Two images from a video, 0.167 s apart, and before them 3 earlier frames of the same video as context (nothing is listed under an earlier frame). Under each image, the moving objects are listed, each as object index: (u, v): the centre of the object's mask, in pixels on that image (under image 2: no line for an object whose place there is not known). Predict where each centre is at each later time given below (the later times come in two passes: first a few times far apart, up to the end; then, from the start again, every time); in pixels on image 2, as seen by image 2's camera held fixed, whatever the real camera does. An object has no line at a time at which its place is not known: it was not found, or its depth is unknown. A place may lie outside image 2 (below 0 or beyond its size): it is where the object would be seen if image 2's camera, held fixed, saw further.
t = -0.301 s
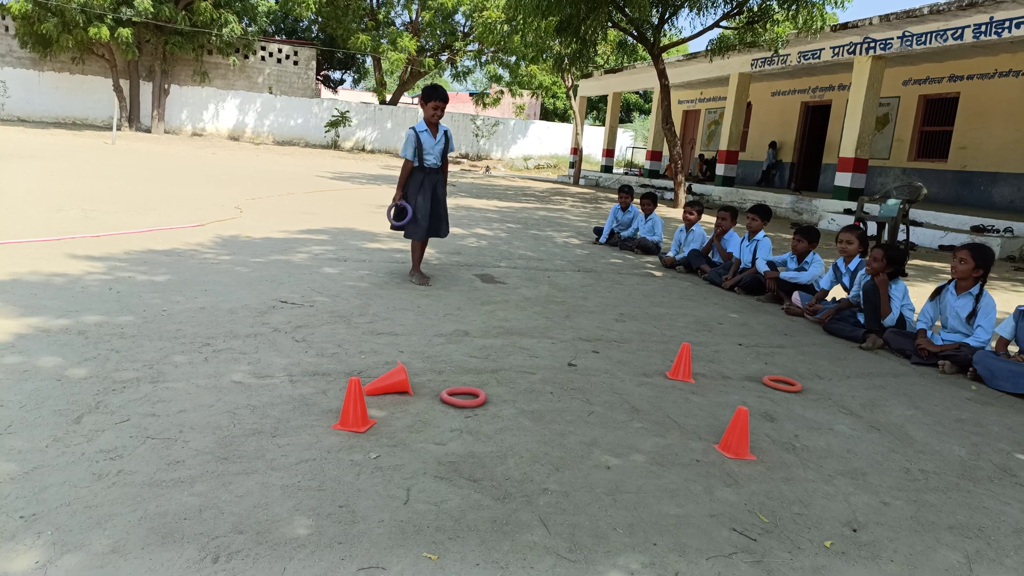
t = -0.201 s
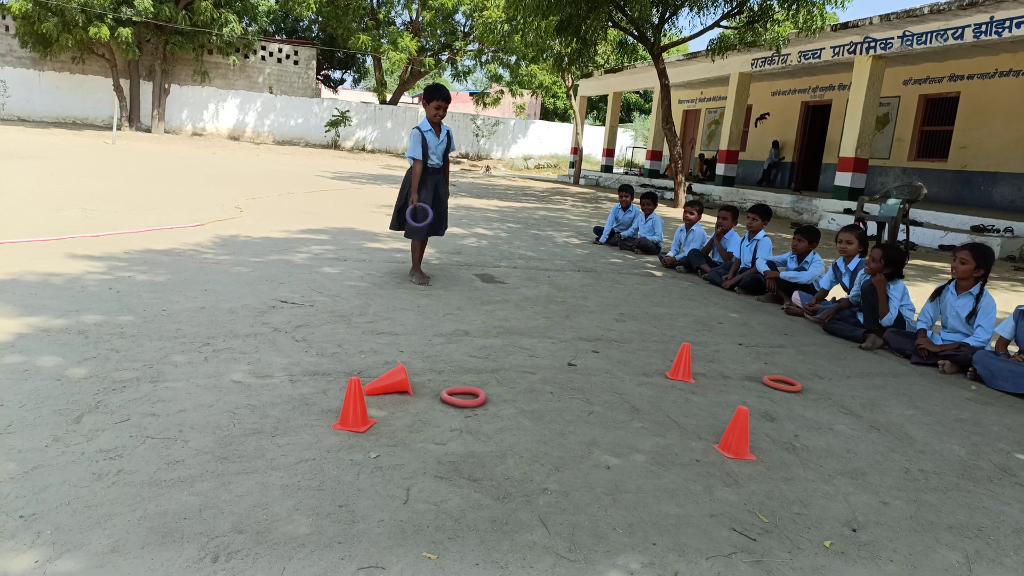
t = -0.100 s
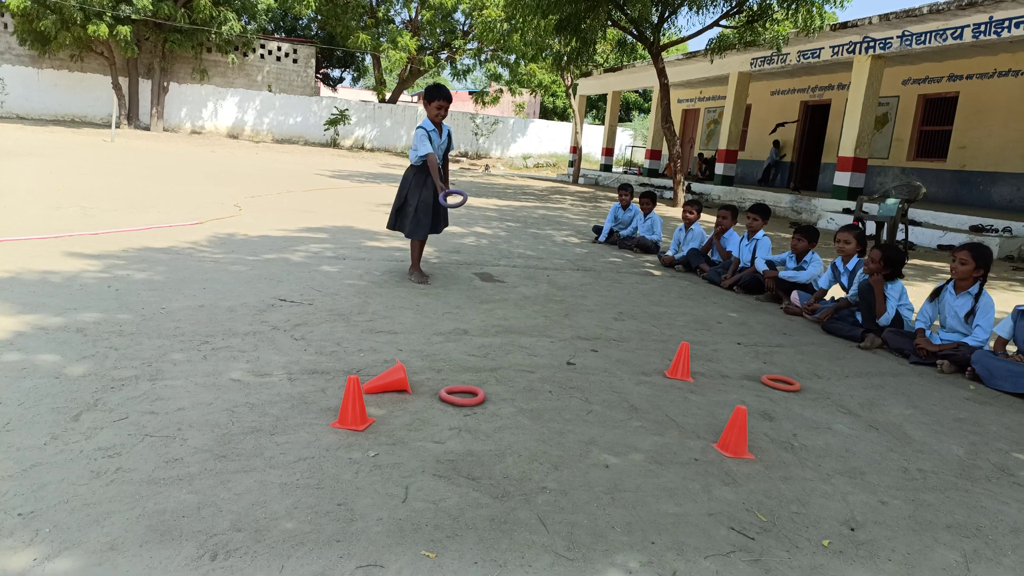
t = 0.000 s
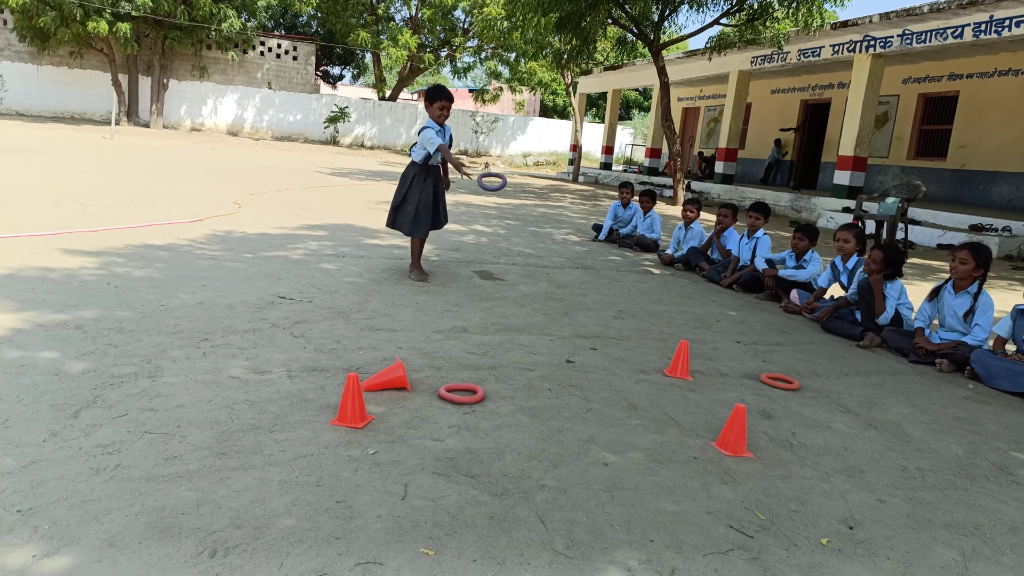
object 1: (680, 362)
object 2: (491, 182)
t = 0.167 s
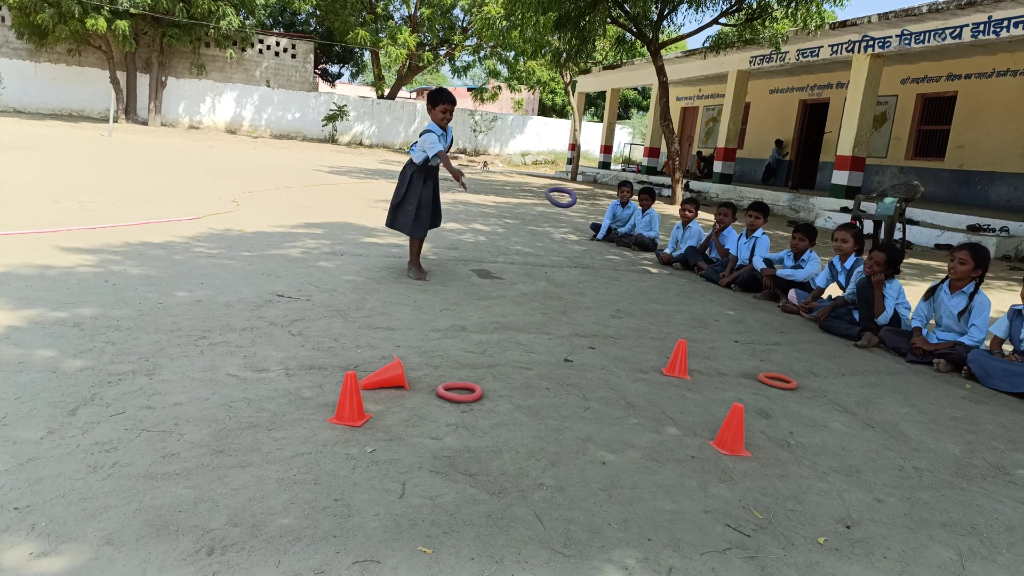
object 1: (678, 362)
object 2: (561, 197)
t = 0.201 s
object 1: (678, 362)
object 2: (576, 208)
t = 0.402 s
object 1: (678, 362)
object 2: (669, 333)
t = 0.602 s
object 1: (728, 370)
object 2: (715, 355)
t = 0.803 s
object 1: (746, 391)
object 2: (763, 389)
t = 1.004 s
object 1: (757, 401)
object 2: (771, 396)
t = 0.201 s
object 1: (678, 362)
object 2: (576, 208)
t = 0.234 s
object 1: (678, 362)
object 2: (591, 221)
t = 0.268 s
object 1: (678, 362)
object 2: (606, 238)
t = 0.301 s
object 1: (678, 362)
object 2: (622, 257)
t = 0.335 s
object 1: (678, 362)
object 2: (638, 280)
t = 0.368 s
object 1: (678, 362)
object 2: (654, 305)
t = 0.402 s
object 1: (678, 362)
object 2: (669, 333)
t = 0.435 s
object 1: (690, 365)
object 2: (675, 355)
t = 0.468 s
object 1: (700, 365)
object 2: (682, 363)
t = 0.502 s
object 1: (706, 366)
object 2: (690, 359)
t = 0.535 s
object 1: (713, 367)
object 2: (700, 356)
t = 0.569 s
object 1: (721, 368)
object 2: (707, 354)
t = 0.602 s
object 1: (728, 370)
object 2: (715, 355)
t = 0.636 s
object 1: (736, 376)
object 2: (721, 359)
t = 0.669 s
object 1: (741, 383)
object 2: (728, 364)
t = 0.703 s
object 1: (742, 386)
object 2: (735, 367)
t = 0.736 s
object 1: (743, 386)
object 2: (740, 371)
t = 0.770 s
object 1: (744, 388)
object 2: (754, 379)
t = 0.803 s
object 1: (746, 391)
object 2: (763, 389)
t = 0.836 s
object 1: (748, 392)
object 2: (762, 387)
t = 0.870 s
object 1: (751, 394)
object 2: (762, 387)
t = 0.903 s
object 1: (753, 398)
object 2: (765, 389)
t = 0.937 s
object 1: (755, 400)
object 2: (767, 392)
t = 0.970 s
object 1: (756, 401)
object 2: (771, 396)
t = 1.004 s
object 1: (757, 401)
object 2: (771, 396)
